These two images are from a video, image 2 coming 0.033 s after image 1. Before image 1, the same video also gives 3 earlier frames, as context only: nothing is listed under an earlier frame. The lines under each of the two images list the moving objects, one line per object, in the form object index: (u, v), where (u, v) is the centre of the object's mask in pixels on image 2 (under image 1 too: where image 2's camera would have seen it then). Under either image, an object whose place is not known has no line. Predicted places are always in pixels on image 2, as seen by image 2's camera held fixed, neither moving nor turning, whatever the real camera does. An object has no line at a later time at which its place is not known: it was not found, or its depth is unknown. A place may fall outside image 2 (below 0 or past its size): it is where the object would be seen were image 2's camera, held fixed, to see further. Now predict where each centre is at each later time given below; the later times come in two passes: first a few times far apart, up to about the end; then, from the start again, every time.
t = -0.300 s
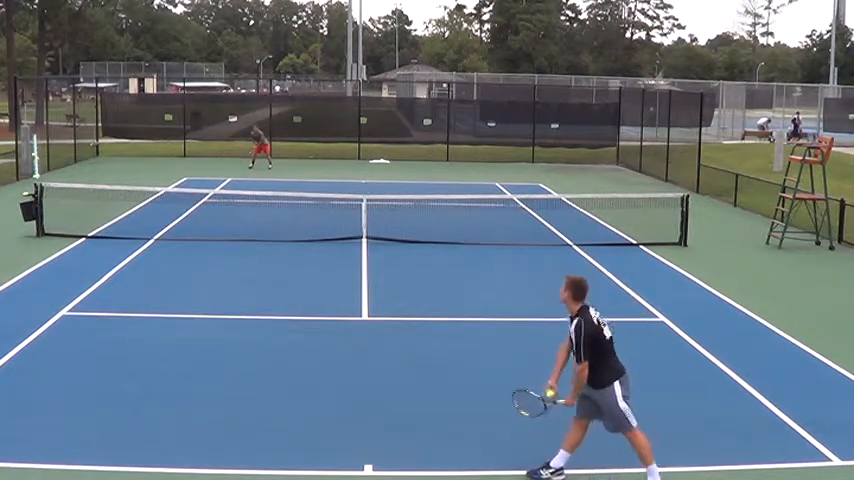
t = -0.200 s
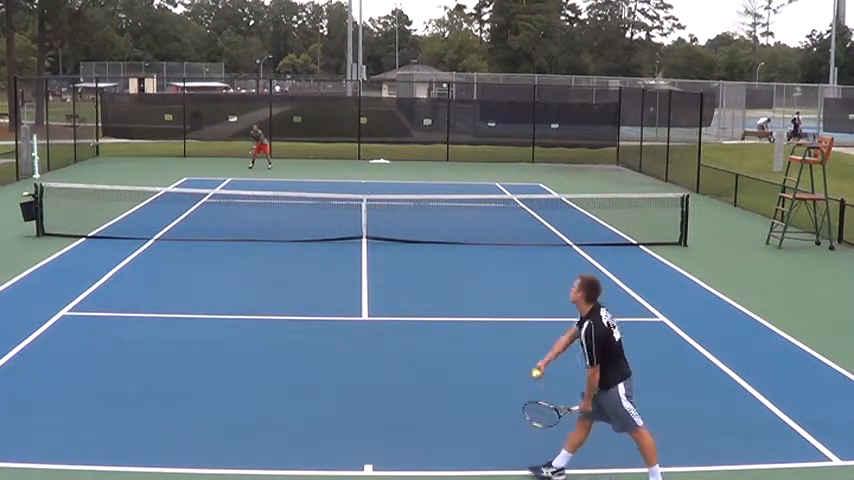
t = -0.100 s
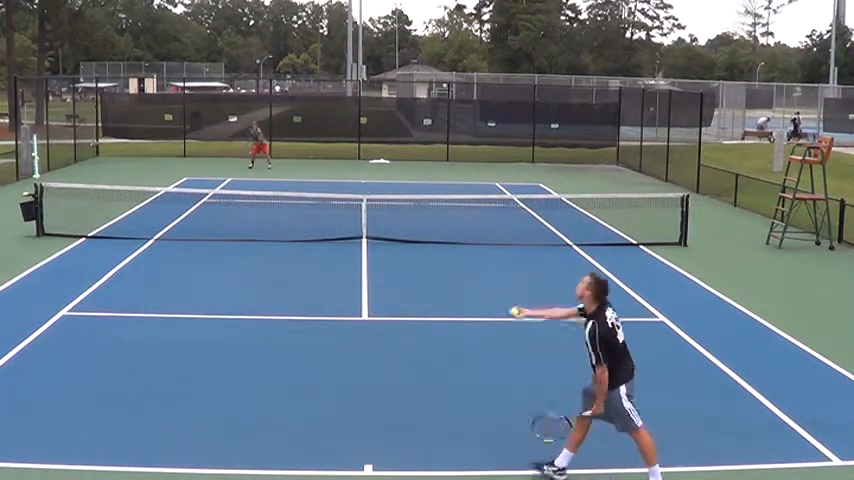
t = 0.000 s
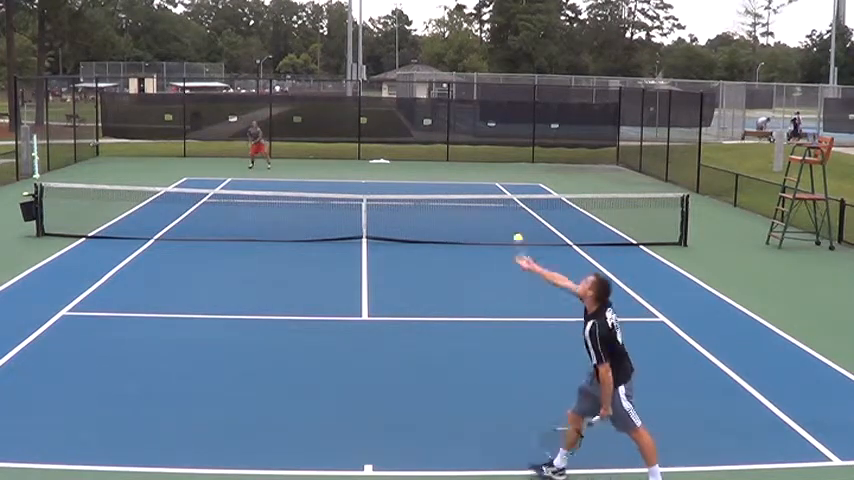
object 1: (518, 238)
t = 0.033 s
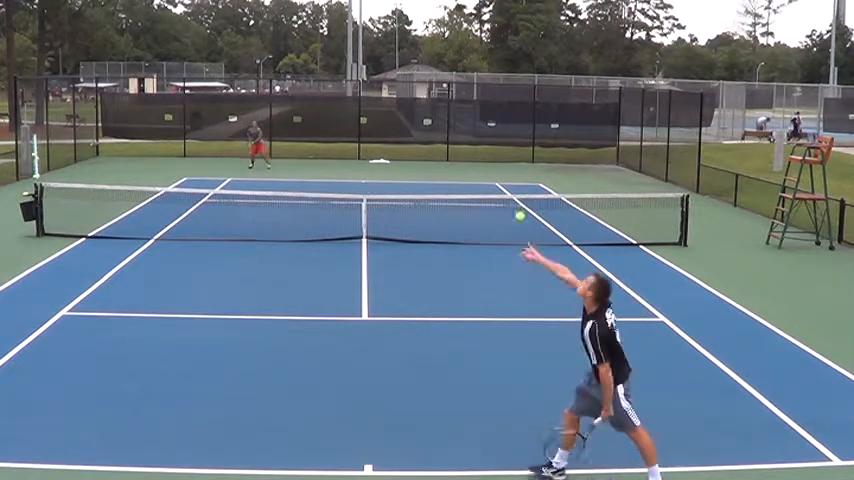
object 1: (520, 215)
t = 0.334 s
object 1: (538, 79)
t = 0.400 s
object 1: (541, 65)
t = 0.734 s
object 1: (556, 70)
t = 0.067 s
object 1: (522, 196)
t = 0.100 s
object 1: (523, 175)
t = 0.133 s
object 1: (526, 157)
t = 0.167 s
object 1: (528, 141)
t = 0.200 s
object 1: (530, 126)
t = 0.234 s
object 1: (532, 112)
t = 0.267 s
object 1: (534, 100)
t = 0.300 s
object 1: (536, 90)
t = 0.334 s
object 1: (538, 79)
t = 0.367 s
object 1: (540, 71)
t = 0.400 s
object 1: (541, 65)
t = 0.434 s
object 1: (543, 59)
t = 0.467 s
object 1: (545, 55)
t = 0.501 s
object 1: (546, 52)
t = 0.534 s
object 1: (548, 51)
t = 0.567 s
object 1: (549, 50)
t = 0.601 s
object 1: (551, 52)
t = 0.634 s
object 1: (552, 54)
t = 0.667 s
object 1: (554, 58)
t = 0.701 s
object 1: (555, 64)
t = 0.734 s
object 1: (556, 70)
